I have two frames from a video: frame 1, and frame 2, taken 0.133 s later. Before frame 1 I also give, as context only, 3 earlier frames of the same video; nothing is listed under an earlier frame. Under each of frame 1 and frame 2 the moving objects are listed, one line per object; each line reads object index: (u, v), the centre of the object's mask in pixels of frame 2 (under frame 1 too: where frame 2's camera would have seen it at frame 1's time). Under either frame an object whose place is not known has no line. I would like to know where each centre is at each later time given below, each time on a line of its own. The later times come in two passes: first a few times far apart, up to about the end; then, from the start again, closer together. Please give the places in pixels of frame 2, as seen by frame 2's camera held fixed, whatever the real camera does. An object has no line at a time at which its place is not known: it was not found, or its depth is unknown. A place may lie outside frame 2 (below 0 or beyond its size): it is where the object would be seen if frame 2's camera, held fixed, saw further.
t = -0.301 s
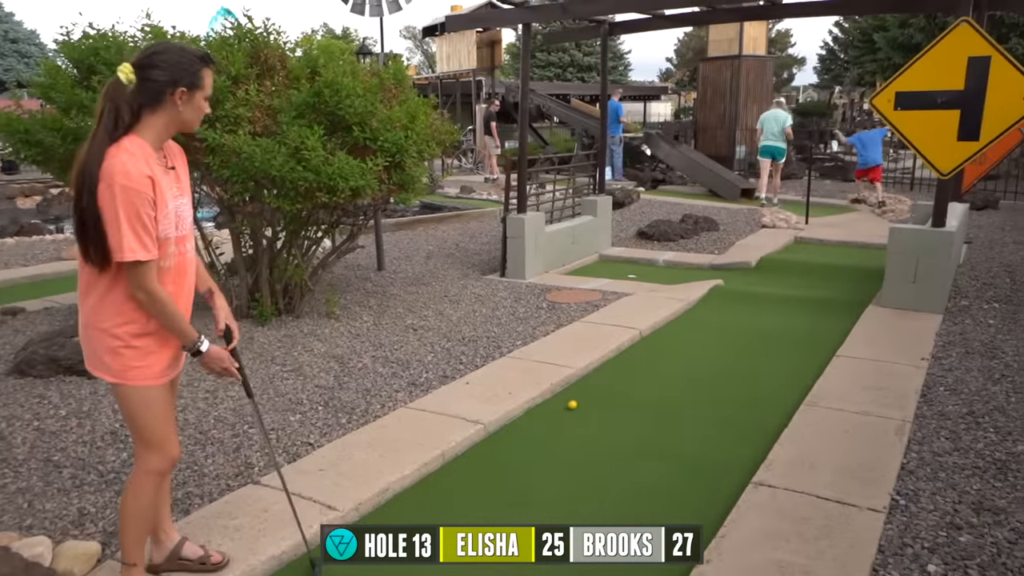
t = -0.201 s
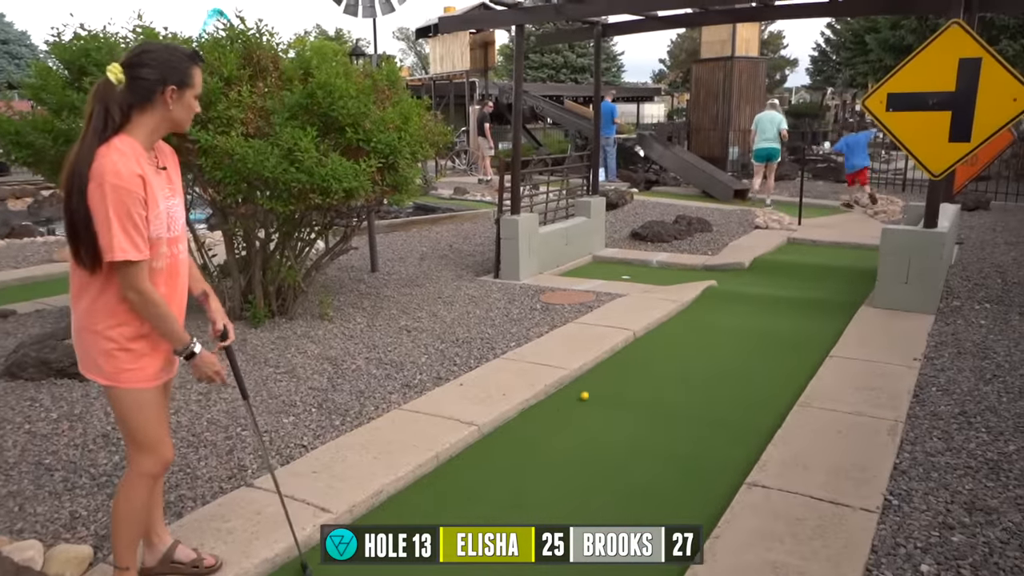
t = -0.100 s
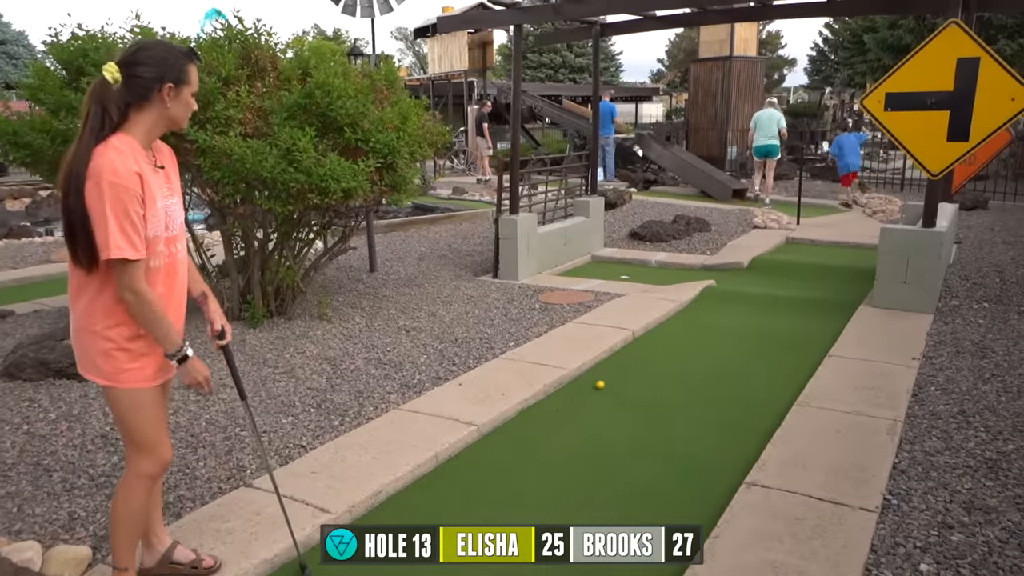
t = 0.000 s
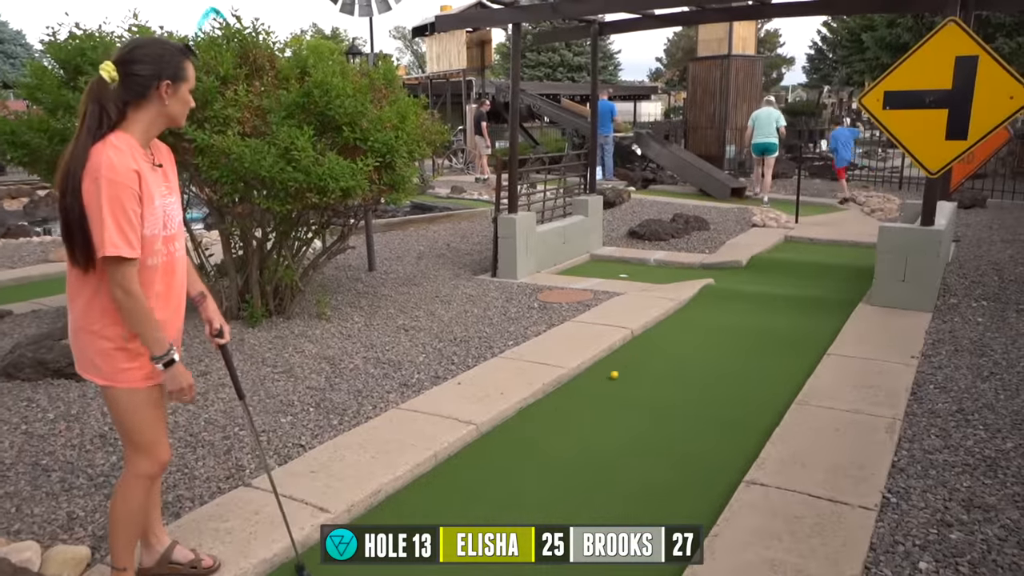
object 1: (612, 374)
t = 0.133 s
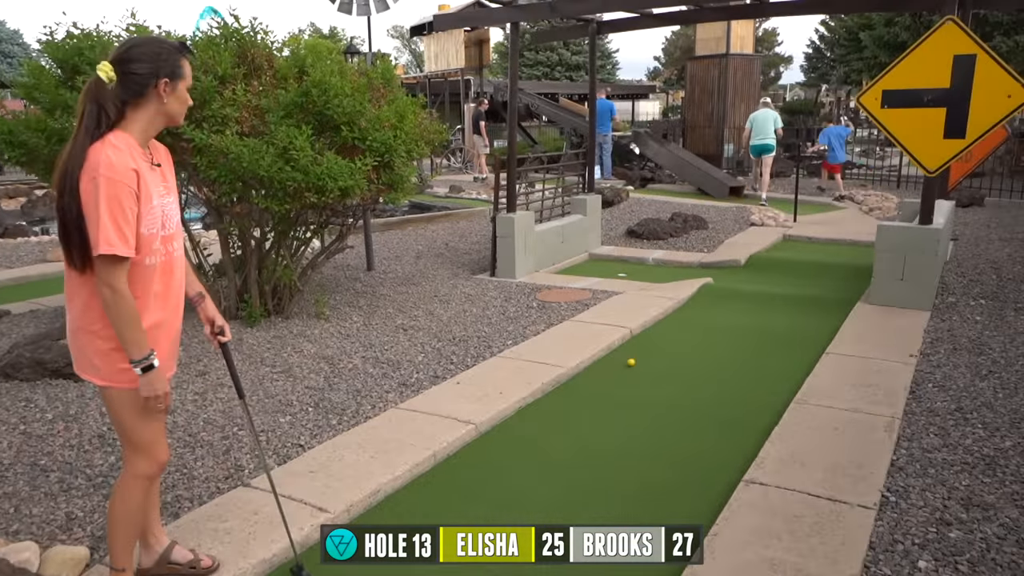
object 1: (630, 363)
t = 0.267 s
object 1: (647, 353)
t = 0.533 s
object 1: (674, 337)
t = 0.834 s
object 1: (702, 321)
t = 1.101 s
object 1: (722, 311)
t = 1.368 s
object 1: (738, 299)
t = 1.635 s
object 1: (750, 288)
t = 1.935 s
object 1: (759, 285)
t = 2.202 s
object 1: (768, 286)
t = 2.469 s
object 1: (776, 282)
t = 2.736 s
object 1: (782, 274)
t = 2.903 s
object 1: (784, 269)
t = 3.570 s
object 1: (782, 266)
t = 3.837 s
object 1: (777, 273)
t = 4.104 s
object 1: (771, 279)
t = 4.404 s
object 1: (765, 283)
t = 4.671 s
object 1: (758, 284)
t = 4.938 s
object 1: (752, 284)
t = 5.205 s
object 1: (748, 284)
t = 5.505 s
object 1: (748, 284)
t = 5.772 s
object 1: (746, 284)
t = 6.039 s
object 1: (745, 282)
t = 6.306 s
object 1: (745, 280)
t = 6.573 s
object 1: (744, 278)
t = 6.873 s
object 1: (741, 277)
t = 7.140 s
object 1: (739, 276)
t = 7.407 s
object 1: (740, 275)
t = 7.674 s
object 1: (740, 275)
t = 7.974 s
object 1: (740, 275)
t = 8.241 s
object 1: (741, 275)
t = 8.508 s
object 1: (741, 276)
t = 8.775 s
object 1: (742, 276)
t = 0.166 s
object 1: (635, 361)
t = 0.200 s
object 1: (639, 357)
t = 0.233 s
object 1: (643, 355)
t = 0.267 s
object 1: (647, 353)
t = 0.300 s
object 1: (650, 351)
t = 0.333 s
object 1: (654, 348)
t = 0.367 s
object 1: (658, 346)
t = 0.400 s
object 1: (661, 344)
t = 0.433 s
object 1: (664, 342)
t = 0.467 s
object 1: (668, 340)
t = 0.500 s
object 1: (671, 339)
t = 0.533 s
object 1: (674, 337)
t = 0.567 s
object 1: (678, 334)
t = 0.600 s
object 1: (681, 333)
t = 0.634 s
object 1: (684, 331)
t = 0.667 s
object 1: (687, 330)
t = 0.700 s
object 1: (691, 328)
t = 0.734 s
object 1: (693, 326)
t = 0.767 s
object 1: (696, 325)
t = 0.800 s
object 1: (699, 323)
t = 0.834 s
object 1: (702, 321)
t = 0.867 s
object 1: (704, 320)
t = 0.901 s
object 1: (707, 319)
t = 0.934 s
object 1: (710, 317)
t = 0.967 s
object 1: (713, 316)
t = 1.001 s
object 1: (714, 315)
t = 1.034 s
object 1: (717, 313)
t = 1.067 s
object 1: (720, 312)
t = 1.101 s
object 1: (722, 311)
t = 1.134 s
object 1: (724, 309)
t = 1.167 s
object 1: (727, 308)
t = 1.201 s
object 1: (728, 307)
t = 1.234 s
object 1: (731, 305)
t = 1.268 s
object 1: (733, 304)
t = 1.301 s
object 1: (734, 303)
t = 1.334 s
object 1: (736, 301)
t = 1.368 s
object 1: (738, 299)
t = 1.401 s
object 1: (740, 298)
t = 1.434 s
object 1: (741, 296)
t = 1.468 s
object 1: (743, 295)
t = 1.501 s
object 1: (745, 293)
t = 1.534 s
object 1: (746, 292)
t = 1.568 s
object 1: (747, 290)
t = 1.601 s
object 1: (749, 289)
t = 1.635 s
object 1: (750, 288)
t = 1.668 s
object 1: (751, 287)
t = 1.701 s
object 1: (752, 287)
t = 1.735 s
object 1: (753, 286)
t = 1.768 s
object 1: (754, 286)
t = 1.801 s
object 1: (755, 285)
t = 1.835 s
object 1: (756, 285)
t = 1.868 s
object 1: (757, 285)
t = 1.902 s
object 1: (758, 285)
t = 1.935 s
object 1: (759, 285)
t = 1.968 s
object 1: (760, 286)
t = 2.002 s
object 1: (761, 286)
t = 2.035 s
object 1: (762, 286)
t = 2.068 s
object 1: (763, 286)
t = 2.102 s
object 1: (764, 286)
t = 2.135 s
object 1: (765, 286)
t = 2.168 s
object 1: (766, 286)
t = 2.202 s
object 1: (768, 286)
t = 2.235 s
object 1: (768, 286)
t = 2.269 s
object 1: (769, 285)
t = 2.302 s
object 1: (771, 285)
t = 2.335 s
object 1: (772, 284)
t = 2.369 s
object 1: (773, 284)
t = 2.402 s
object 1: (774, 283)
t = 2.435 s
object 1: (775, 282)
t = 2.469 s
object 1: (776, 282)
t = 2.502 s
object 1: (777, 281)
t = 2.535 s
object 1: (778, 280)
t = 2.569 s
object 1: (779, 279)
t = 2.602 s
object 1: (780, 278)
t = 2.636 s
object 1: (780, 277)
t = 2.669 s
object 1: (781, 276)
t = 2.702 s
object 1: (781, 275)
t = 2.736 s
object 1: (782, 274)
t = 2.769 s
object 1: (782, 273)
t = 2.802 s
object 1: (783, 273)
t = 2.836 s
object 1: (783, 271)
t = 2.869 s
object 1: (784, 270)
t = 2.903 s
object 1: (784, 269)
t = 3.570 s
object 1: (782, 266)
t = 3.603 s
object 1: (781, 267)
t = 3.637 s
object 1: (781, 268)
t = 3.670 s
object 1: (780, 269)
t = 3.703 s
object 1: (780, 269)
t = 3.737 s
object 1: (780, 271)
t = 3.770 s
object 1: (779, 271)
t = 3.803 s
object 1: (778, 272)
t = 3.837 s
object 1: (777, 273)
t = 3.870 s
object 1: (777, 274)
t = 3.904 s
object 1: (776, 275)
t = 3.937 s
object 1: (775, 276)
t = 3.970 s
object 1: (775, 276)
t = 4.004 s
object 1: (773, 277)
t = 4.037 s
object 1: (773, 277)
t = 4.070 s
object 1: (772, 278)
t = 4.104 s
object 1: (771, 279)
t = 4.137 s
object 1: (770, 279)
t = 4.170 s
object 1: (770, 280)
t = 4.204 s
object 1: (769, 280)
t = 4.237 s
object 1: (768, 280)
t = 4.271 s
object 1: (767, 281)
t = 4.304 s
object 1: (767, 281)
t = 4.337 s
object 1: (766, 282)
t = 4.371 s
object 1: (766, 282)
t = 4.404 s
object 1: (765, 283)
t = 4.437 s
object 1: (764, 283)
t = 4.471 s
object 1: (763, 283)
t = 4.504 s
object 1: (762, 283)
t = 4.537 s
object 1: (761, 283)
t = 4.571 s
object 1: (760, 284)
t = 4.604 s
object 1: (760, 284)
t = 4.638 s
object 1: (759, 284)
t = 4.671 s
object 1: (758, 284)
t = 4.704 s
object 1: (757, 284)
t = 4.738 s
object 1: (756, 285)
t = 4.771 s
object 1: (756, 285)
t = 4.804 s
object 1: (755, 285)
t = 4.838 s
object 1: (754, 285)
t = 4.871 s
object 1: (754, 285)
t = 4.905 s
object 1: (753, 285)
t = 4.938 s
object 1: (752, 284)
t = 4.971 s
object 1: (751, 285)
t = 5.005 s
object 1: (750, 285)
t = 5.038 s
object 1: (750, 285)
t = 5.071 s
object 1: (749, 285)
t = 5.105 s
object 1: (749, 285)
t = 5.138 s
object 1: (748, 285)
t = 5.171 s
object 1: (748, 284)
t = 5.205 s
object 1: (748, 284)
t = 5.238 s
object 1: (748, 284)
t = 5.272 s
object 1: (748, 284)
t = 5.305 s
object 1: (748, 284)
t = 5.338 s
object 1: (748, 284)
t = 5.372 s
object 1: (748, 284)
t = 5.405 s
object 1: (748, 284)
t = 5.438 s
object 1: (748, 284)
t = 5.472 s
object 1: (748, 284)
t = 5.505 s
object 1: (748, 284)
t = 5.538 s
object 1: (748, 284)
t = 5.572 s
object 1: (748, 284)
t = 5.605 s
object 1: (747, 284)
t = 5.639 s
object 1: (747, 284)
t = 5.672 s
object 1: (747, 284)
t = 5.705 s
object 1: (747, 284)
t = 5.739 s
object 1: (746, 283)
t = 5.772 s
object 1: (746, 284)
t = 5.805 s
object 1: (746, 283)
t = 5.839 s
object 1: (746, 283)
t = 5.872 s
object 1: (745, 283)
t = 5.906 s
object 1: (745, 283)
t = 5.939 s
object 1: (745, 282)
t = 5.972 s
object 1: (745, 282)
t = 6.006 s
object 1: (745, 282)
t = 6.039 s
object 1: (745, 282)
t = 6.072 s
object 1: (745, 281)
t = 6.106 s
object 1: (745, 281)
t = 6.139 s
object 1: (745, 281)
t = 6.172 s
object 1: (745, 281)
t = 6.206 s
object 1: (744, 281)
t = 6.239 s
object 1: (744, 281)
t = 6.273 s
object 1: (744, 280)
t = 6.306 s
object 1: (745, 280)
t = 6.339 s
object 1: (745, 280)
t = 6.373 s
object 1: (744, 280)
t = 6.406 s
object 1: (744, 279)
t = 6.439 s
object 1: (744, 279)
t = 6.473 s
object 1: (744, 279)
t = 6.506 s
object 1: (744, 279)
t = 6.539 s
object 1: (744, 279)
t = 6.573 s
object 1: (744, 278)
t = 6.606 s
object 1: (743, 278)
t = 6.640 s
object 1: (744, 278)
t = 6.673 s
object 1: (743, 278)
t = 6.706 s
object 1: (743, 278)
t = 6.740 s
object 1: (743, 277)
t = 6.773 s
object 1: (743, 277)
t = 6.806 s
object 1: (742, 277)
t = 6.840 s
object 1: (742, 277)
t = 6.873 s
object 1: (741, 277)
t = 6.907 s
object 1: (741, 277)
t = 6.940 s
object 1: (741, 277)
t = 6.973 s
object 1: (741, 276)
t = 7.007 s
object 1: (740, 276)
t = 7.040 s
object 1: (740, 276)
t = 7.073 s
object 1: (740, 276)
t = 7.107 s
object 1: (739, 276)
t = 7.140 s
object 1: (739, 276)
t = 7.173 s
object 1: (739, 276)
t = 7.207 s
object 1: (739, 275)
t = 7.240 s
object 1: (739, 275)
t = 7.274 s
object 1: (739, 275)
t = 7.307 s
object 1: (740, 275)
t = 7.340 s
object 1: (740, 275)
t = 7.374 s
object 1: (740, 275)
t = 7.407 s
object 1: (740, 275)
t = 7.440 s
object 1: (740, 275)
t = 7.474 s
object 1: (740, 275)
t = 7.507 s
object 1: (740, 275)
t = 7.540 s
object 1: (740, 275)
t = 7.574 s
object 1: (740, 275)
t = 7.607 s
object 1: (740, 275)
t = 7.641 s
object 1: (740, 275)
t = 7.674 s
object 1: (740, 275)
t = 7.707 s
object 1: (740, 275)
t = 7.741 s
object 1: (740, 275)
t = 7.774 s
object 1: (740, 275)
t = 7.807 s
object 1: (740, 275)
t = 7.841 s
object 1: (740, 275)
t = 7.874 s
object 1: (740, 275)
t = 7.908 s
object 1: (740, 275)
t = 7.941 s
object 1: (740, 275)
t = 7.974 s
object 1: (740, 275)
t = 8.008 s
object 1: (740, 275)
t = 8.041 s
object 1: (740, 275)
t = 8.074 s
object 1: (740, 275)
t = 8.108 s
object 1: (740, 275)
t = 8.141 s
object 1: (740, 275)
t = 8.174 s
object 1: (741, 275)
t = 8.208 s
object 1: (740, 275)
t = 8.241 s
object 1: (741, 275)
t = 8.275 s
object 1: (740, 275)
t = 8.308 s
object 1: (740, 275)
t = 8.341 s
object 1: (740, 275)
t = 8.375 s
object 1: (741, 275)
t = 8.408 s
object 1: (741, 276)
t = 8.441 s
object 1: (741, 276)
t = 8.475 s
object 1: (741, 276)
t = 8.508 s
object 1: (741, 276)
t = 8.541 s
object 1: (741, 276)
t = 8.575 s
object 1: (741, 276)
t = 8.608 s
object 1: (741, 276)
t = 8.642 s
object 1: (741, 276)
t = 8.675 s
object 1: (741, 276)
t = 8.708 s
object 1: (741, 276)
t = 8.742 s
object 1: (741, 276)
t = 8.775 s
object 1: (742, 276)
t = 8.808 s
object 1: (744, 277)
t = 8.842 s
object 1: (746, 278)
